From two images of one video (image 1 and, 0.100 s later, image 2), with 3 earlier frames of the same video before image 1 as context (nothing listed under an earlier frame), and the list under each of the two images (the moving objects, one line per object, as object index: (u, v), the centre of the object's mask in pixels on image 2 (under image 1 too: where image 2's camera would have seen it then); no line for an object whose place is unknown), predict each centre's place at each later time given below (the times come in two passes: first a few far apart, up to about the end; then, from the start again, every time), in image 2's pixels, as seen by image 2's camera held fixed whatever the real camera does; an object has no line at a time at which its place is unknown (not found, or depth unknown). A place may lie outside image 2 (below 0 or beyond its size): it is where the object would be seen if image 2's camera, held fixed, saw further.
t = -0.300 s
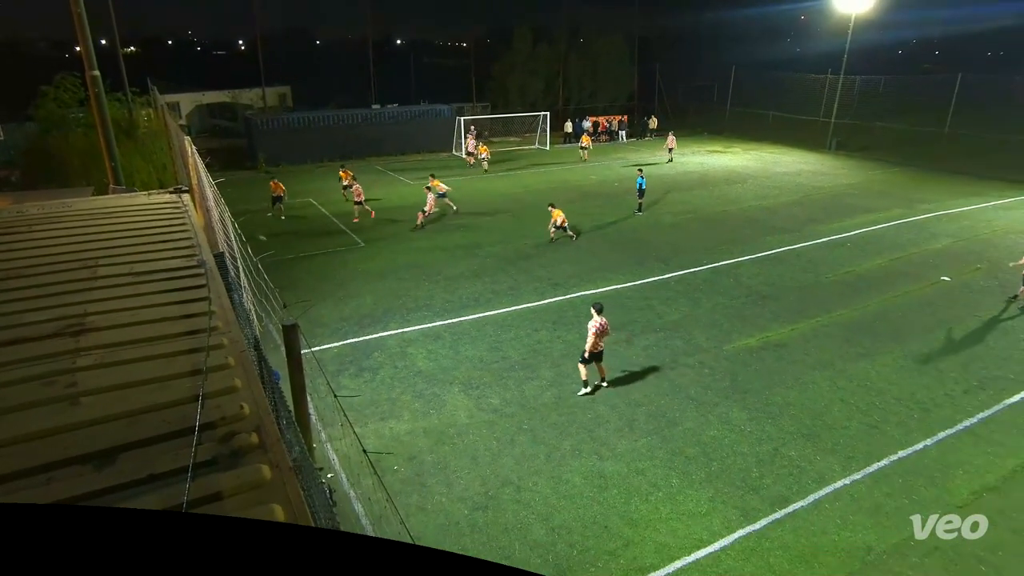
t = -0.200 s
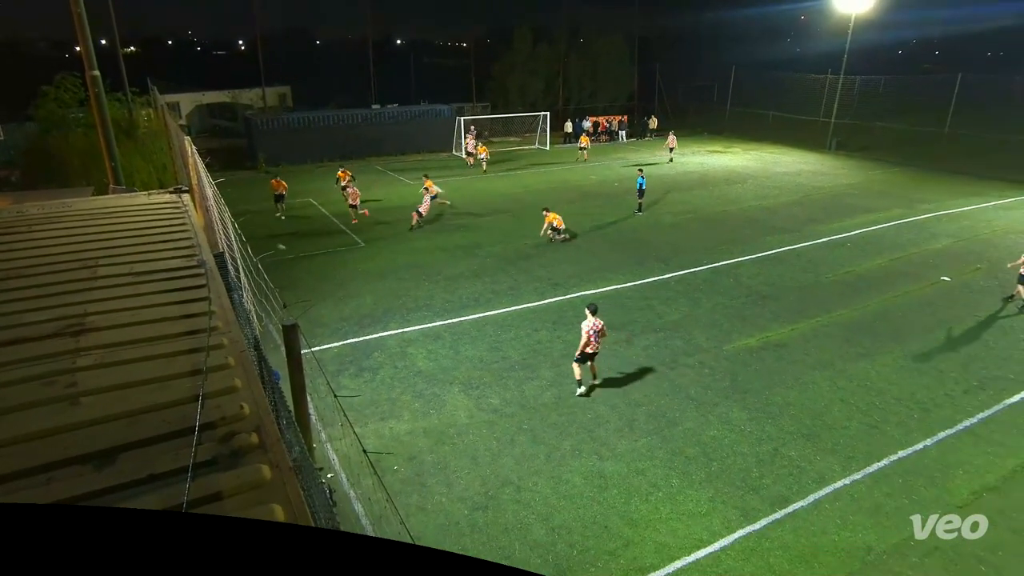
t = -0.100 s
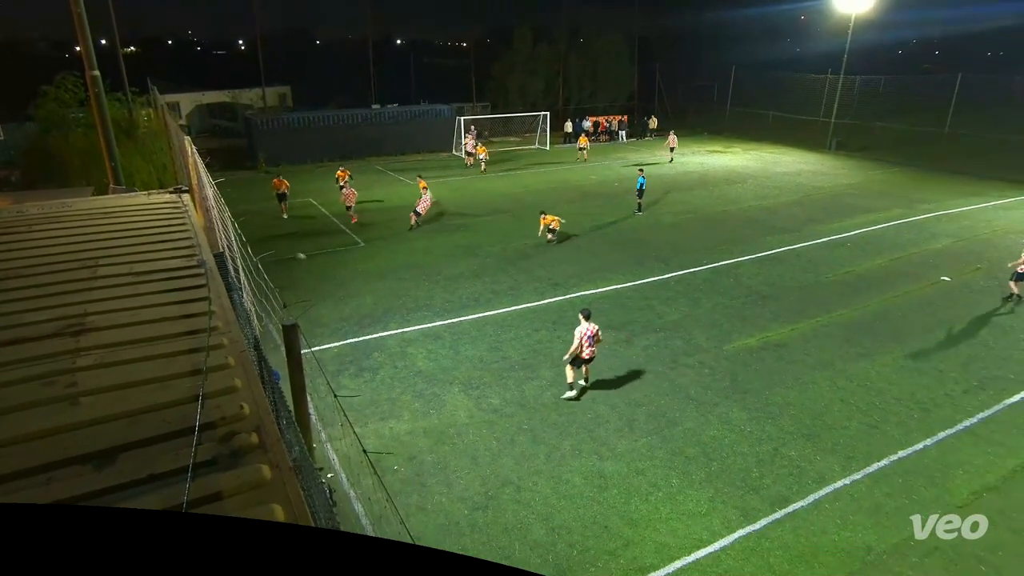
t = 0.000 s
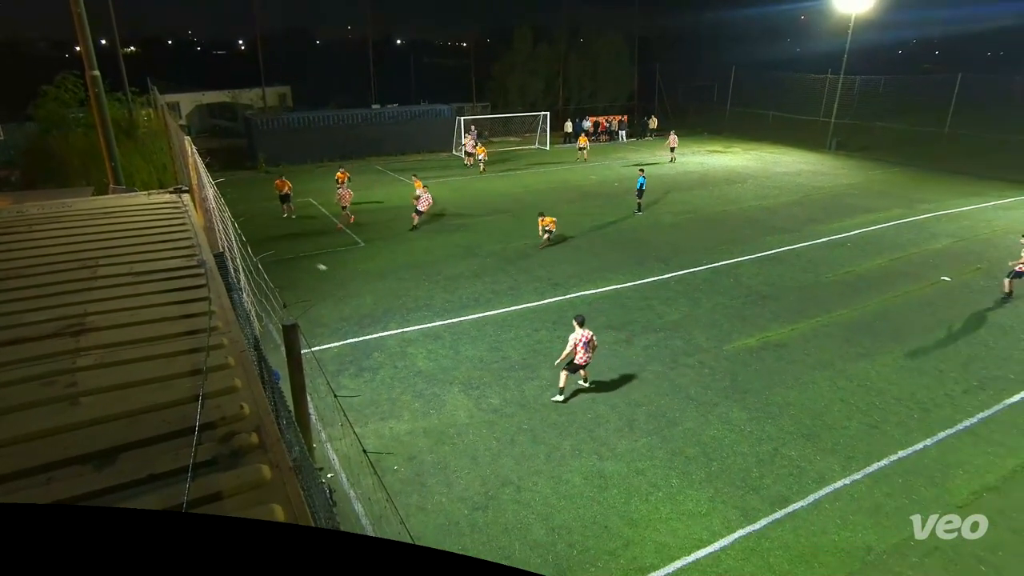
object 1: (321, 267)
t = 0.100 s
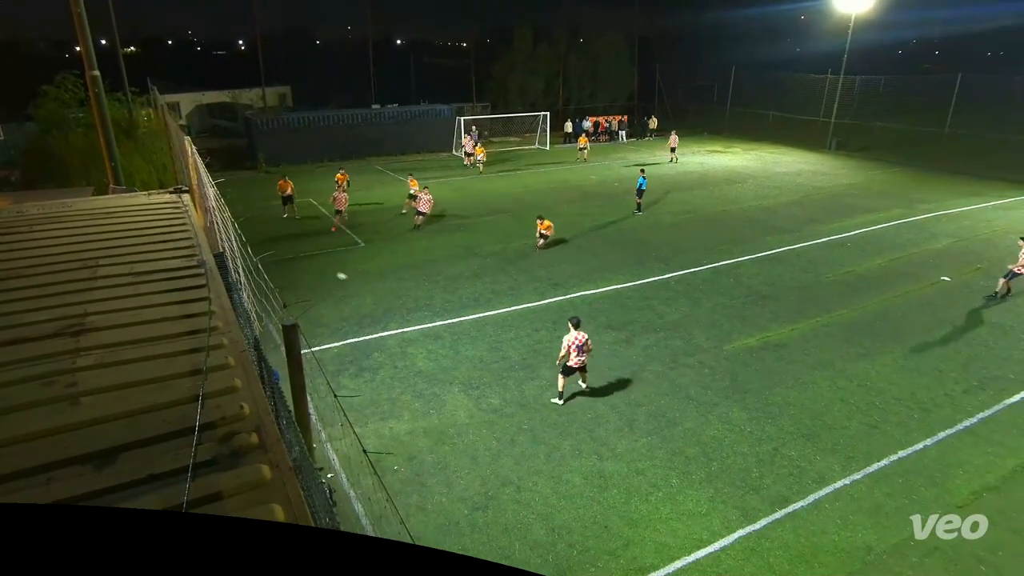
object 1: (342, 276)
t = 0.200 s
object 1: (363, 289)
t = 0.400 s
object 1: (405, 311)
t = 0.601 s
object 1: (448, 338)
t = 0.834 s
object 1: (504, 368)
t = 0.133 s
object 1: (348, 280)
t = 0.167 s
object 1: (355, 284)
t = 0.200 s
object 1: (363, 289)
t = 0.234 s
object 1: (370, 292)
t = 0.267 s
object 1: (377, 295)
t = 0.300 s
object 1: (383, 299)
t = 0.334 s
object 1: (391, 304)
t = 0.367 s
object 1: (398, 308)
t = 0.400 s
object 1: (405, 311)
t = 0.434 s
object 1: (412, 314)
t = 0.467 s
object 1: (419, 318)
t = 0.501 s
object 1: (426, 322)
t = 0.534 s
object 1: (434, 327)
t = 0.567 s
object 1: (441, 332)
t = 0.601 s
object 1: (448, 338)
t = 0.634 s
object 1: (456, 341)
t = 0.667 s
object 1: (463, 345)
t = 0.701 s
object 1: (470, 350)
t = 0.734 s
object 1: (479, 354)
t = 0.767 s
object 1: (487, 359)
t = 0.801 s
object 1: (495, 364)
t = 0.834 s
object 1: (504, 368)
